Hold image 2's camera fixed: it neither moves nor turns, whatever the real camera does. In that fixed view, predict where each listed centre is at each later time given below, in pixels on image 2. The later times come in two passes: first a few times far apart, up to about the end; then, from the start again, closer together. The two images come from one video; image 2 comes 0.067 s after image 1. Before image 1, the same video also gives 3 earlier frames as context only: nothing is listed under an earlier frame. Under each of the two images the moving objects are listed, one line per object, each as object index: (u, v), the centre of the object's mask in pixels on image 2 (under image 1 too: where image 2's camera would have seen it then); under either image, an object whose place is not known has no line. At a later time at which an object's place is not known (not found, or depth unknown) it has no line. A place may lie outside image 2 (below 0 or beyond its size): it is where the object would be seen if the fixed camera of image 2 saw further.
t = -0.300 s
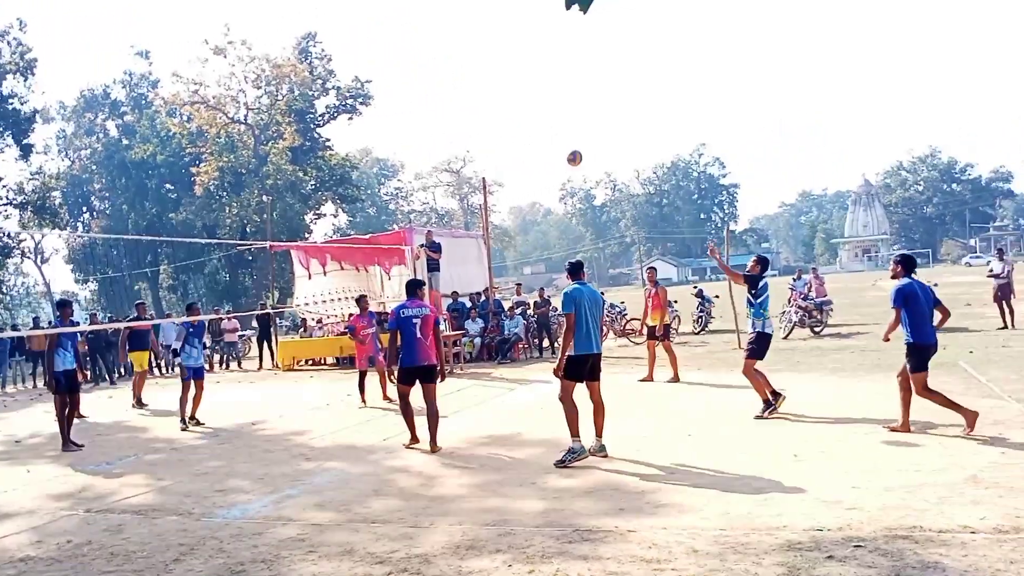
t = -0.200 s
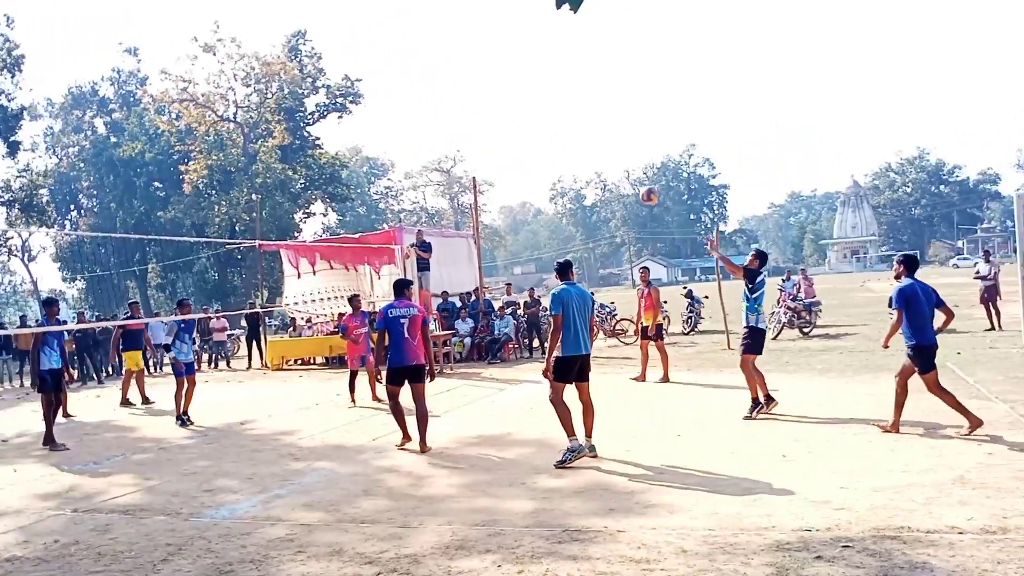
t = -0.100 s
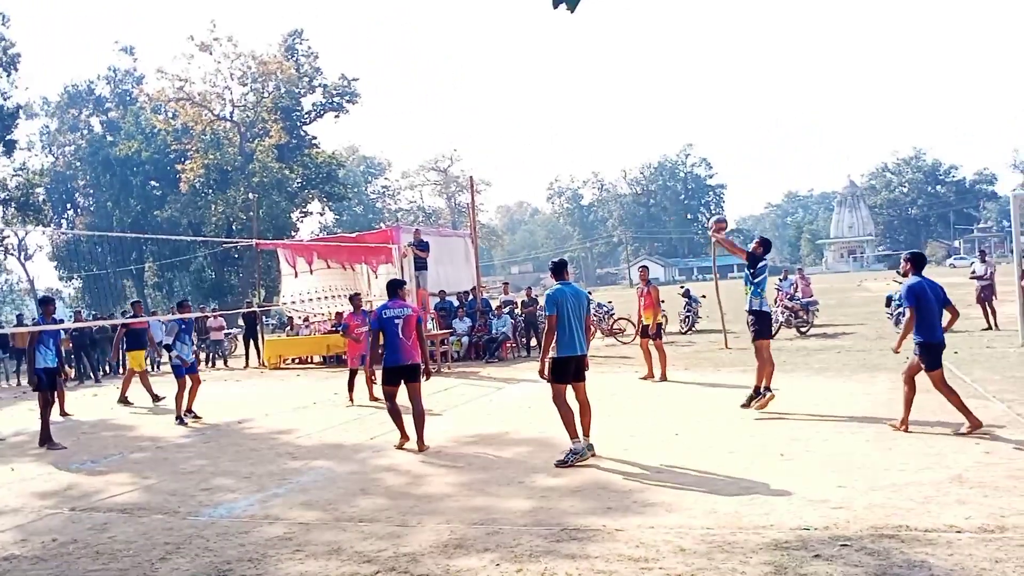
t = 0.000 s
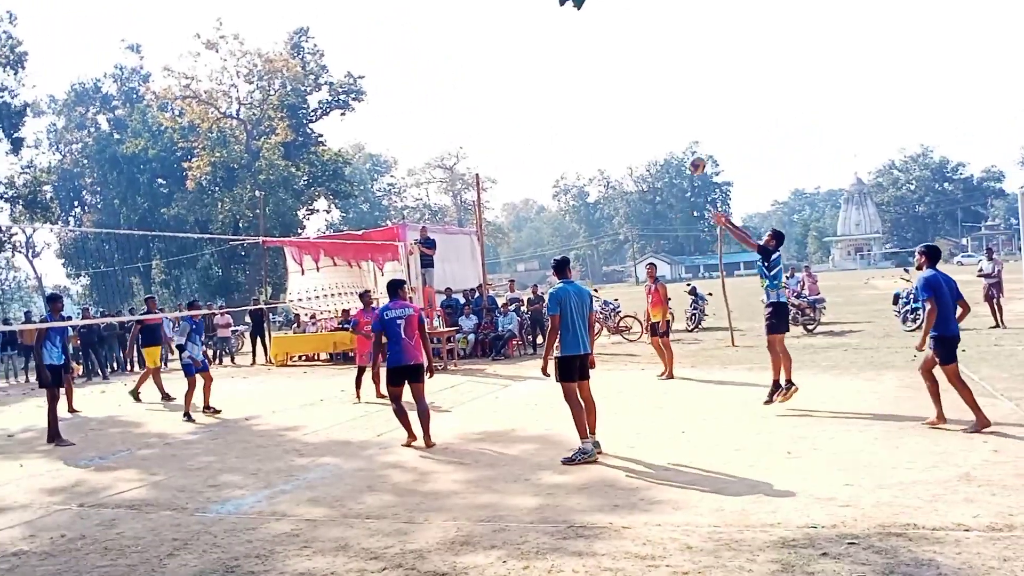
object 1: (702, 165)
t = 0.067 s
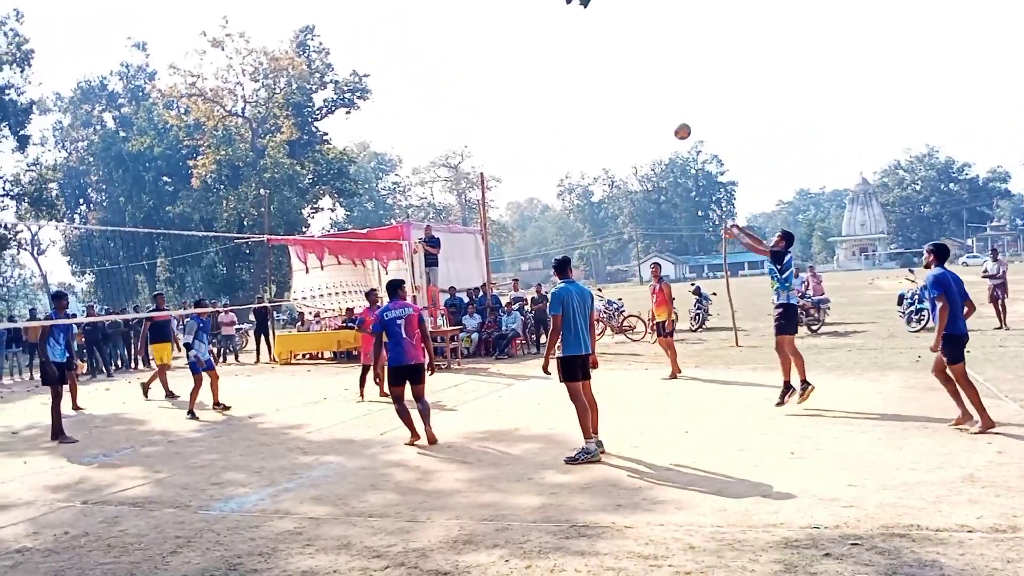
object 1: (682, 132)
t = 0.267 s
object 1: (630, 58)
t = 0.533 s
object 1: (572, 20)
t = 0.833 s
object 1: (519, 43)
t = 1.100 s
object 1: (481, 116)
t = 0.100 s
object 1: (673, 117)
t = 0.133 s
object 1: (664, 103)
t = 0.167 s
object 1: (655, 90)
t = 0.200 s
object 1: (647, 78)
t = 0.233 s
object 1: (638, 68)
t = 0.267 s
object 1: (630, 58)
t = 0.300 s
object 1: (622, 50)
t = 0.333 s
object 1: (615, 43)
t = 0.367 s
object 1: (608, 37)
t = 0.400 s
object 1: (601, 32)
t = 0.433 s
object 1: (595, 27)
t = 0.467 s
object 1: (588, 24)
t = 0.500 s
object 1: (580, 22)
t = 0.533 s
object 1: (572, 20)
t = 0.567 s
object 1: (566, 20)
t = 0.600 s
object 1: (559, 20)
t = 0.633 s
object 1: (553, 21)
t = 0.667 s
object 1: (547, 22)
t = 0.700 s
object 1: (542, 25)
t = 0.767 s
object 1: (531, 33)
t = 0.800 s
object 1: (525, 38)
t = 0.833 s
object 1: (519, 43)
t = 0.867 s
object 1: (514, 51)
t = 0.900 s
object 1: (508, 58)
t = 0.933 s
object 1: (503, 66)
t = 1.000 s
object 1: (494, 84)
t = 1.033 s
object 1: (489, 94)
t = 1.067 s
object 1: (485, 105)
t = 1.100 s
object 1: (481, 116)
